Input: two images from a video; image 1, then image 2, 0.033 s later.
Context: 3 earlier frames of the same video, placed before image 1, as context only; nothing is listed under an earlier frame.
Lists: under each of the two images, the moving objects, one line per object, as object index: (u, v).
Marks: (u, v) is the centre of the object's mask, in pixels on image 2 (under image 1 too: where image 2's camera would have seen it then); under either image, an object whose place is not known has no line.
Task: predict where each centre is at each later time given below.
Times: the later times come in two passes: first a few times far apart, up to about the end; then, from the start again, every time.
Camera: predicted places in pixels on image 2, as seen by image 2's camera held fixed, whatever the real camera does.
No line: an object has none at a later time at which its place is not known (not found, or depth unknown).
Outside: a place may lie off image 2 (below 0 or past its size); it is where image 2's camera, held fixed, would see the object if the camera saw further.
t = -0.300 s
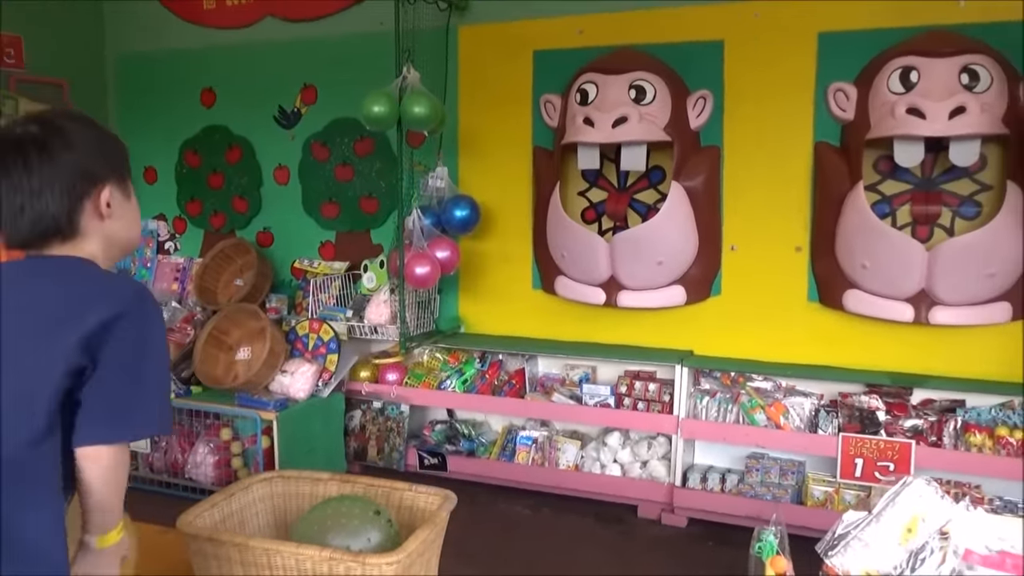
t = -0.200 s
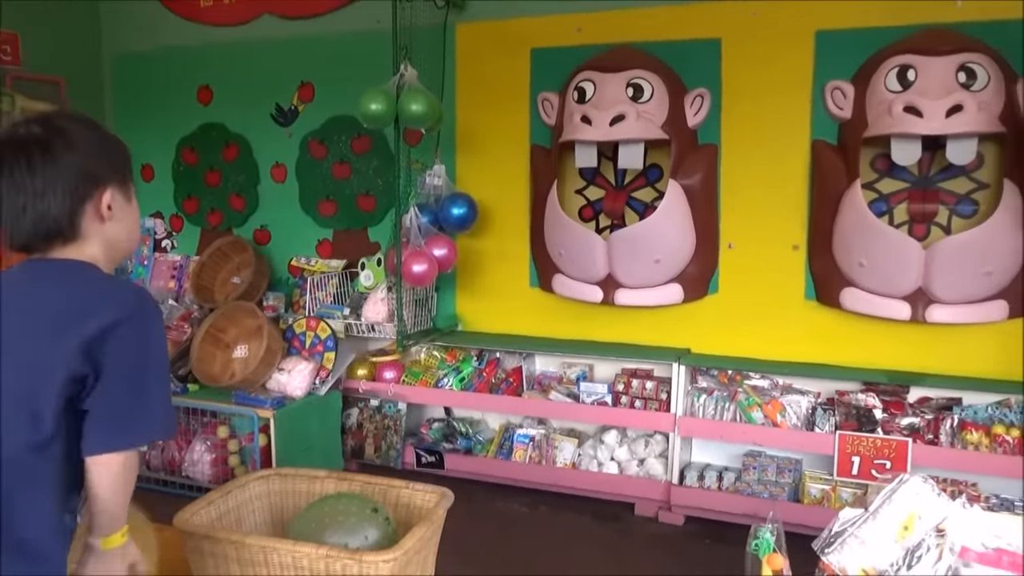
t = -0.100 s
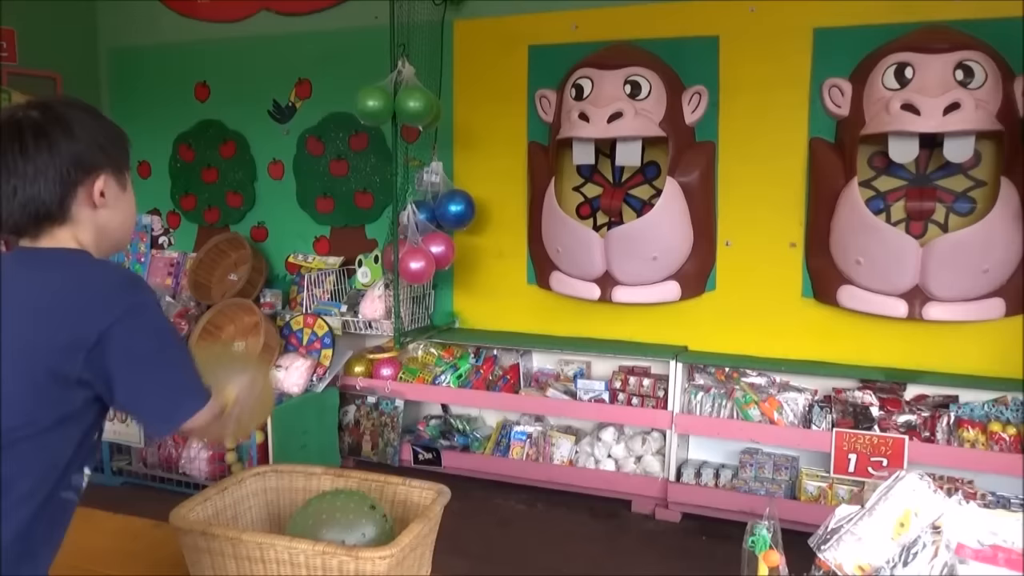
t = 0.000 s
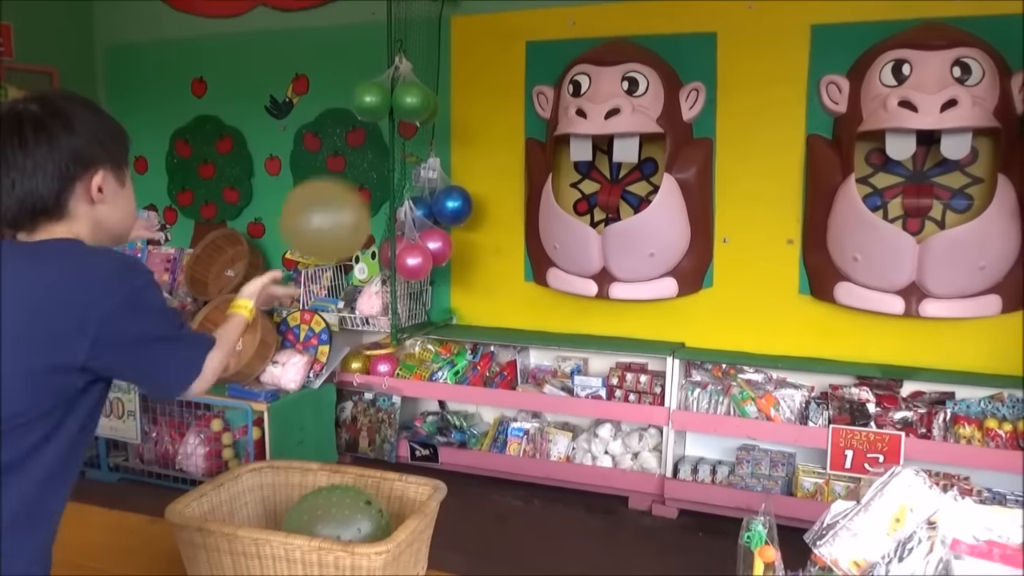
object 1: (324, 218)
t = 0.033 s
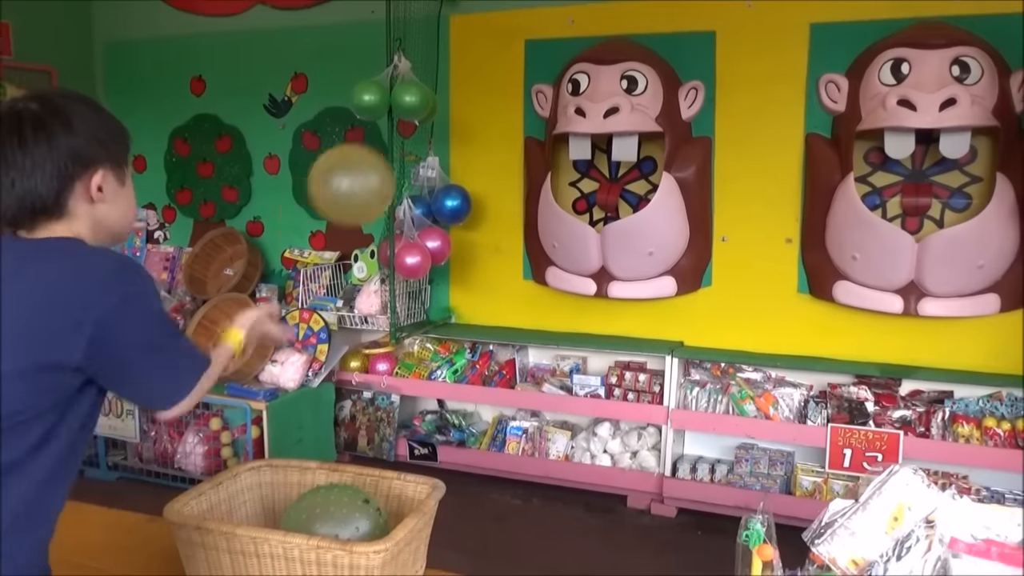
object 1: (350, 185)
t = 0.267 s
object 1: (487, 109)
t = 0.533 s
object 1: (574, 187)
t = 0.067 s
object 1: (376, 158)
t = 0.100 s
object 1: (399, 138)
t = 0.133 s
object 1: (418, 123)
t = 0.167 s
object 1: (438, 113)
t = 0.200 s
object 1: (455, 108)
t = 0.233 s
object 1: (472, 106)
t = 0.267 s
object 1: (487, 109)
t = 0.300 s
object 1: (501, 113)
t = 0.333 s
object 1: (513, 121)
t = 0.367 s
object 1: (526, 131)
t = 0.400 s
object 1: (537, 144)
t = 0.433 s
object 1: (547, 158)
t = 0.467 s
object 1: (557, 173)
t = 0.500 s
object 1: (565, 191)
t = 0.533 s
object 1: (574, 187)
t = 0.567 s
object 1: (588, 173)
